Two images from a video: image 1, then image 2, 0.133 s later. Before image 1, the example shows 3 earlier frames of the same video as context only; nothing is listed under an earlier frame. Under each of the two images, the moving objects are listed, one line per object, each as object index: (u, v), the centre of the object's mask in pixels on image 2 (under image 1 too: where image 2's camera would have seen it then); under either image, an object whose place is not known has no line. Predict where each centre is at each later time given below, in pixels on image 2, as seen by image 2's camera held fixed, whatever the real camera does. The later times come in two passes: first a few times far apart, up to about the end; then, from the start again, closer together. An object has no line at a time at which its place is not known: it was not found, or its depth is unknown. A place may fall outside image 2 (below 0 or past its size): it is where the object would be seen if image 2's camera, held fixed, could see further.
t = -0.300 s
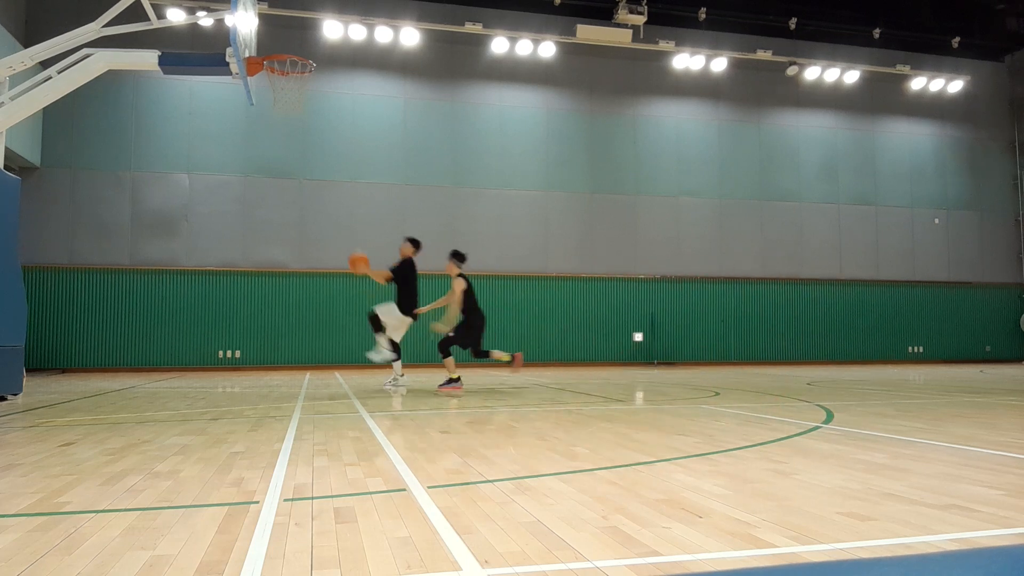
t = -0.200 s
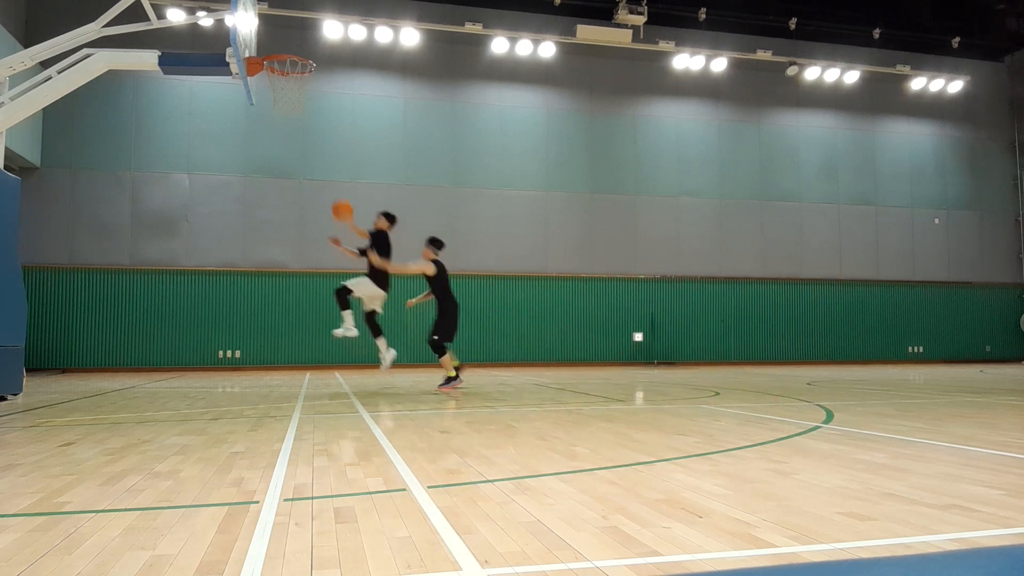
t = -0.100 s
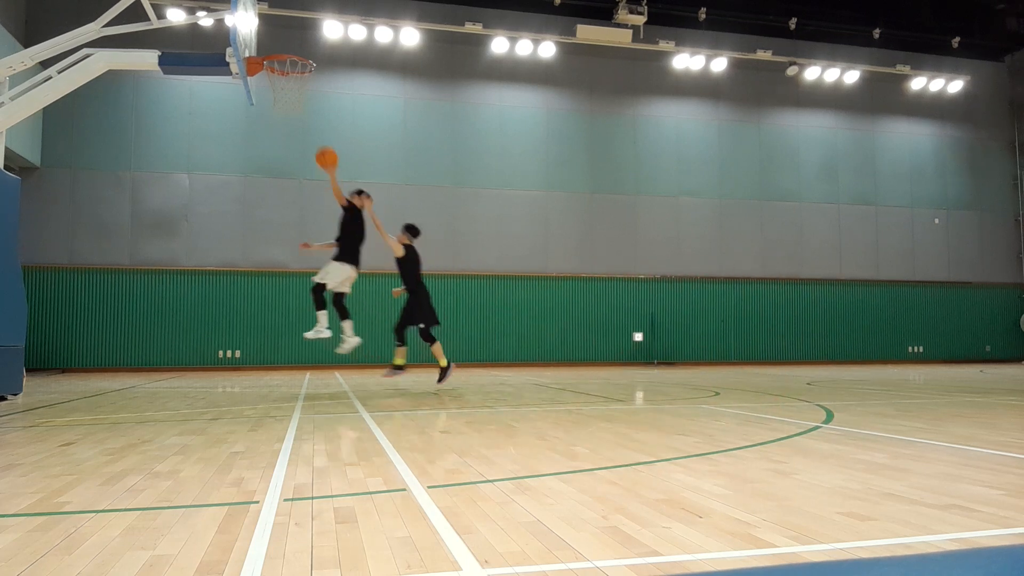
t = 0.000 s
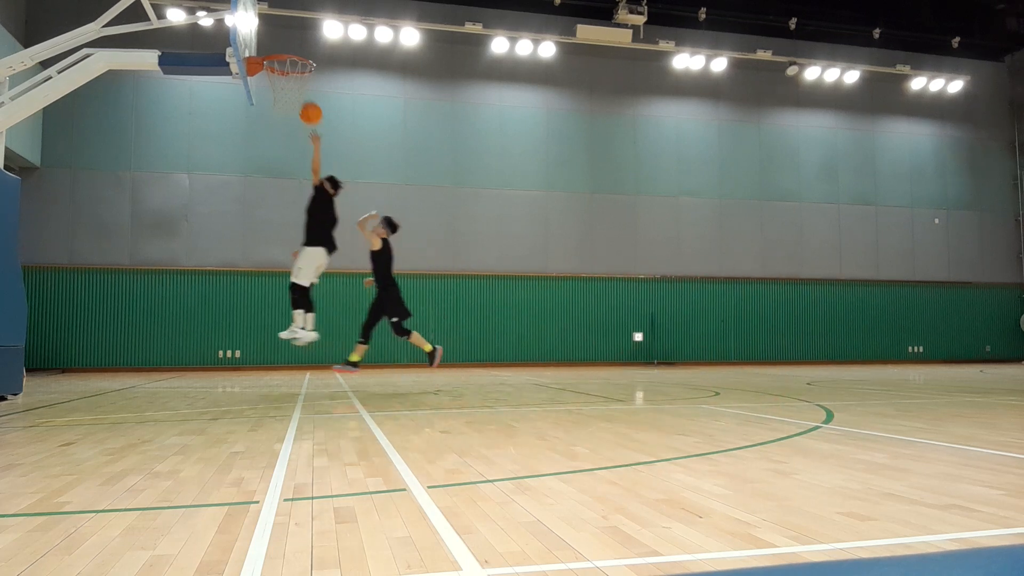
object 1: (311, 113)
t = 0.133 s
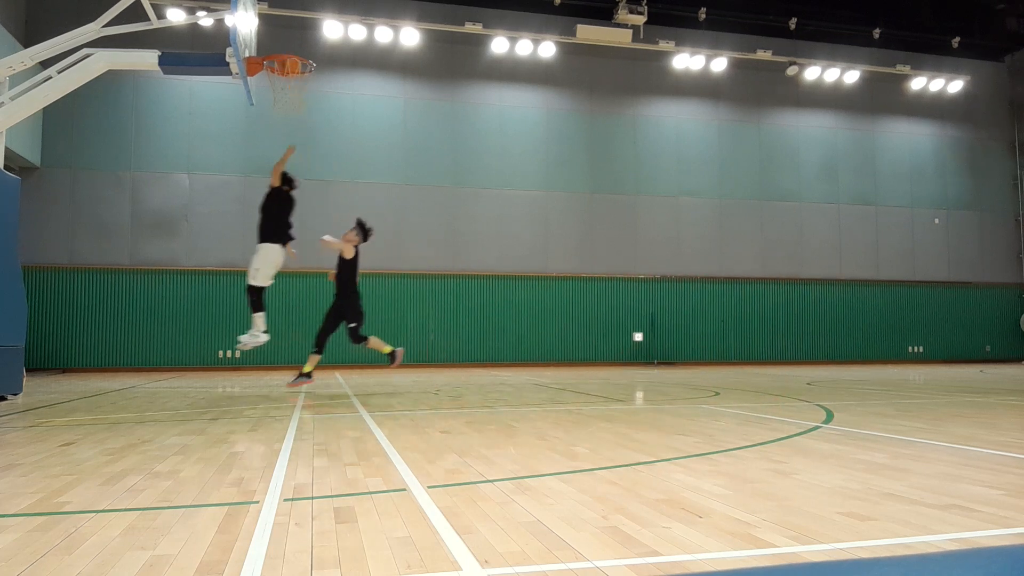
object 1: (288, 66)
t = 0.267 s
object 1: (266, 34)
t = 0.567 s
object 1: (296, 46)
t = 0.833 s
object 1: (266, 82)
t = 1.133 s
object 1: (263, 139)
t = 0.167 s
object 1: (283, 57)
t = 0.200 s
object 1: (277, 47)
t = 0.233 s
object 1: (271, 40)
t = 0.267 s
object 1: (266, 34)
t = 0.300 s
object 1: (265, 30)
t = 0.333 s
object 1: (269, 28)
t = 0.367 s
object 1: (272, 27)
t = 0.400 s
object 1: (276, 28)
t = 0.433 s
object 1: (281, 29)
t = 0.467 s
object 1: (284, 32)
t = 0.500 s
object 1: (288, 36)
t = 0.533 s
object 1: (292, 41)
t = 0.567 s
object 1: (296, 46)
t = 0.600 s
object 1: (299, 54)
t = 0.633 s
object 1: (302, 62)
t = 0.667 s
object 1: (296, 67)
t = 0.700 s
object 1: (288, 69)
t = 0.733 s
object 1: (278, 73)
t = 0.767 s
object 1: (271, 77)
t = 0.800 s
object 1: (268, 80)
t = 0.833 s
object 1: (266, 82)
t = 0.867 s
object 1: (264, 84)
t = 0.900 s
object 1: (264, 89)
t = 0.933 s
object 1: (263, 92)
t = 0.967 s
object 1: (263, 96)
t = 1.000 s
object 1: (263, 103)
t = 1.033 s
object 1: (263, 110)
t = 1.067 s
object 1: (263, 119)
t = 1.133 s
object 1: (263, 139)
